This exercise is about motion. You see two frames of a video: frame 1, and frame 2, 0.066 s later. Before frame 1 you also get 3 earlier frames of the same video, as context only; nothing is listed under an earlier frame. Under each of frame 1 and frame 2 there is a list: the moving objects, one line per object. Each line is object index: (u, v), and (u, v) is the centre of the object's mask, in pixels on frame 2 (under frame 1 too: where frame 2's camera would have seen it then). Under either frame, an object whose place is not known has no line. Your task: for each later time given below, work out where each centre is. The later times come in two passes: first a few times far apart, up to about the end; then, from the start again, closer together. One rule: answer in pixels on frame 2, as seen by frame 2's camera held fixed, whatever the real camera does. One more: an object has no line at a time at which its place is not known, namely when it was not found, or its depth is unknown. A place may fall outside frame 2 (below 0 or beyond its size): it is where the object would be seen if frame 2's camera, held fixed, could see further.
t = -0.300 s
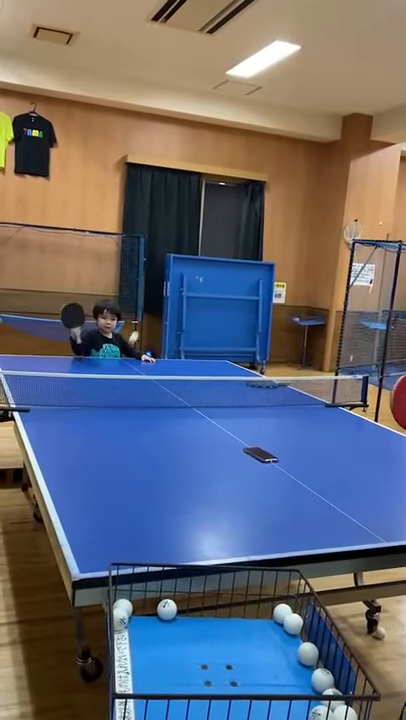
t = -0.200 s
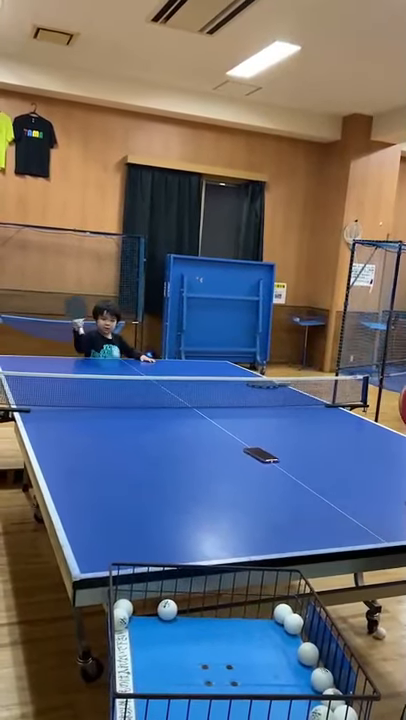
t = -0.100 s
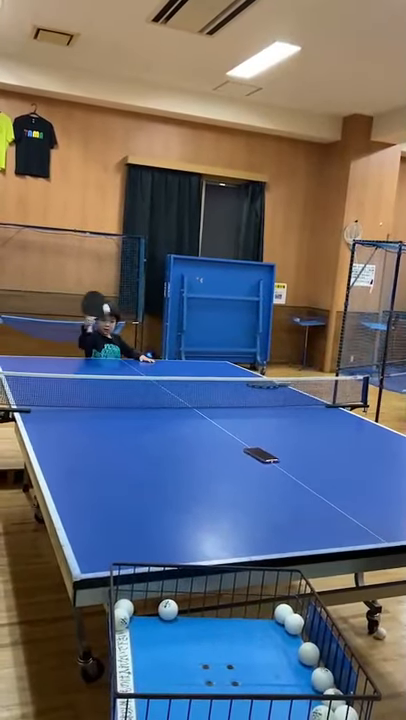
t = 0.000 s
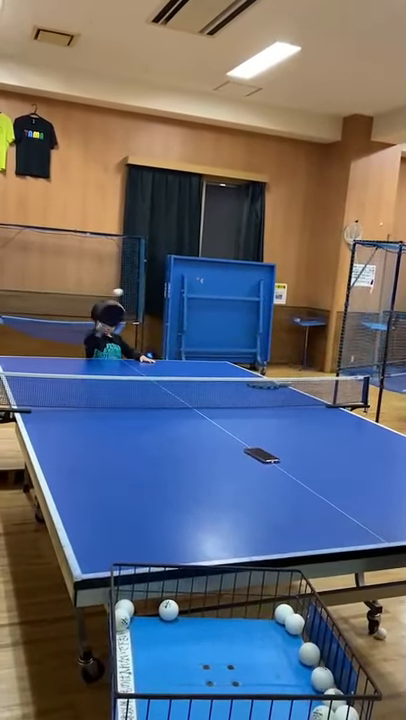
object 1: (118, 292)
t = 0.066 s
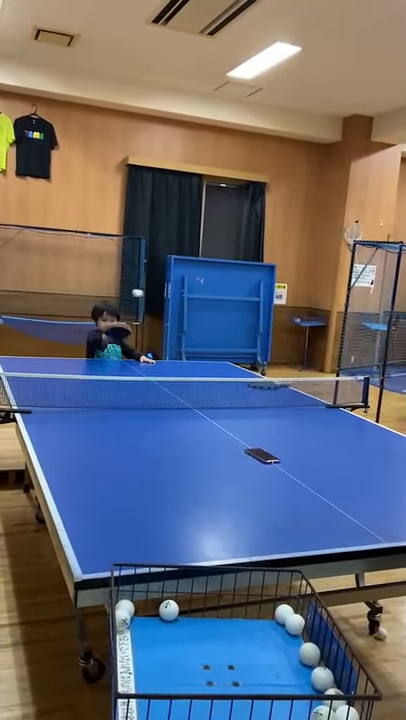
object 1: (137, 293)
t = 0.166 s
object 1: (168, 310)
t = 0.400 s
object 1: (253, 468)
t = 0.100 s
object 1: (147, 297)
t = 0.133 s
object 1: (157, 302)
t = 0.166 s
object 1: (168, 310)
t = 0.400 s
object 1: (253, 468)
